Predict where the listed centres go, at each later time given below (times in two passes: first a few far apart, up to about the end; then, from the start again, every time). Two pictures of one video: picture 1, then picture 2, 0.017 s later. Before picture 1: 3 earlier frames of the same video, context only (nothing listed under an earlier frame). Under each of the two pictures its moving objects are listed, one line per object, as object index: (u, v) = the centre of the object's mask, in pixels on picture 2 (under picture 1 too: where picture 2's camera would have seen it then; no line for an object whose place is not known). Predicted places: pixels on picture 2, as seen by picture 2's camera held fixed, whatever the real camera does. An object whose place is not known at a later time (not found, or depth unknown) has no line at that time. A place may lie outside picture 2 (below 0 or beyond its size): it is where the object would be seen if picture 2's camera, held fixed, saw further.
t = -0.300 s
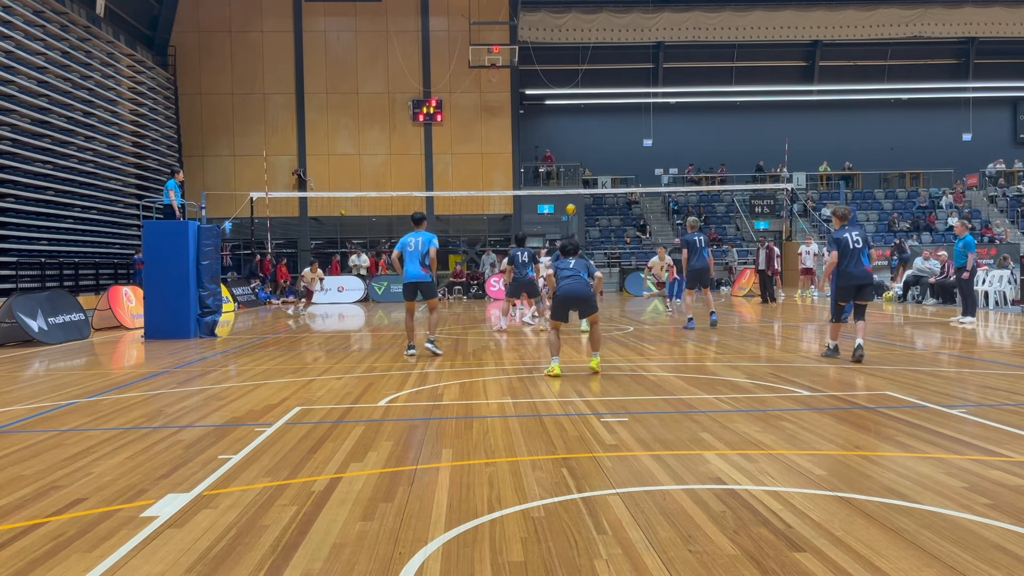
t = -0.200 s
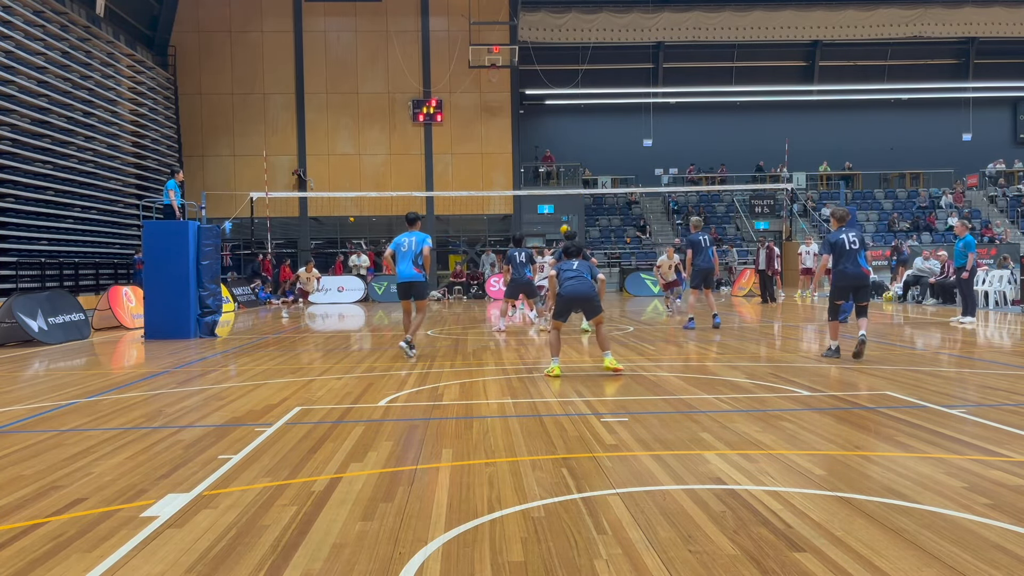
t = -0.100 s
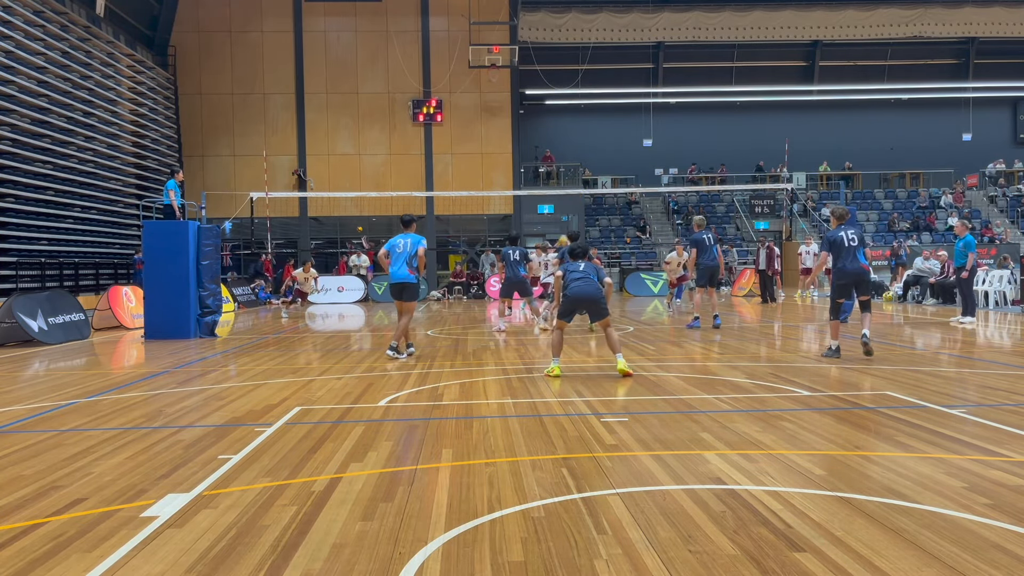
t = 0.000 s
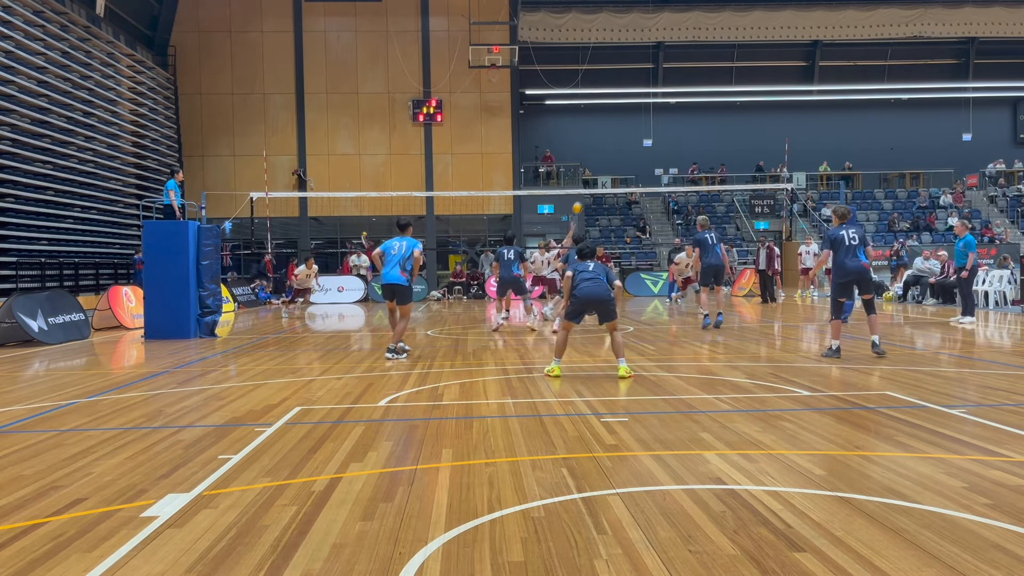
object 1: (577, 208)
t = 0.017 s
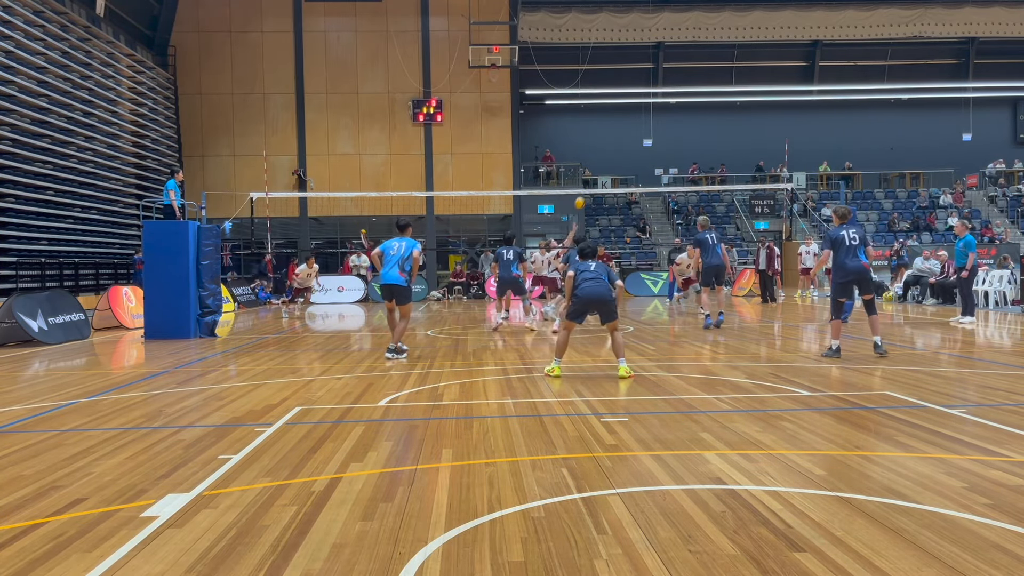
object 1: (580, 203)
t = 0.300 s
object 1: (620, 137)
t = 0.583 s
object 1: (659, 111)
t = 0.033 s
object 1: (582, 198)
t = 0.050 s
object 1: (584, 193)
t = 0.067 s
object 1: (587, 186)
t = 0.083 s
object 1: (589, 183)
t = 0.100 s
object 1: (591, 179)
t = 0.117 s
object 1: (593, 175)
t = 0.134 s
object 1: (596, 171)
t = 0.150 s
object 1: (598, 167)
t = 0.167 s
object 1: (601, 163)
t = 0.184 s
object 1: (603, 159)
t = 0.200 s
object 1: (605, 155)
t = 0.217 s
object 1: (608, 152)
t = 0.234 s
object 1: (610, 149)
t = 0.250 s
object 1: (612, 146)
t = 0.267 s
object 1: (615, 143)
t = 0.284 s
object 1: (617, 140)
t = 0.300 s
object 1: (620, 137)
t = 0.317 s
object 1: (622, 134)
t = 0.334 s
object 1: (624, 132)
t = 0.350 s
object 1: (627, 129)
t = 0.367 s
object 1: (629, 127)
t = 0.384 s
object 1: (631, 125)
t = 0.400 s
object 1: (634, 123)
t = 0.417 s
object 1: (636, 121)
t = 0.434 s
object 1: (638, 120)
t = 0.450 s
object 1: (641, 118)
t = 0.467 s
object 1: (643, 117)
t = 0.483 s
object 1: (645, 116)
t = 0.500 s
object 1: (648, 114)
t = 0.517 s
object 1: (650, 113)
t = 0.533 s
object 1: (652, 113)
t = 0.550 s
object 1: (655, 112)
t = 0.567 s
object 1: (657, 111)
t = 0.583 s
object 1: (659, 111)
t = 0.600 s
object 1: (662, 111)
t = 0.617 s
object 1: (664, 110)
